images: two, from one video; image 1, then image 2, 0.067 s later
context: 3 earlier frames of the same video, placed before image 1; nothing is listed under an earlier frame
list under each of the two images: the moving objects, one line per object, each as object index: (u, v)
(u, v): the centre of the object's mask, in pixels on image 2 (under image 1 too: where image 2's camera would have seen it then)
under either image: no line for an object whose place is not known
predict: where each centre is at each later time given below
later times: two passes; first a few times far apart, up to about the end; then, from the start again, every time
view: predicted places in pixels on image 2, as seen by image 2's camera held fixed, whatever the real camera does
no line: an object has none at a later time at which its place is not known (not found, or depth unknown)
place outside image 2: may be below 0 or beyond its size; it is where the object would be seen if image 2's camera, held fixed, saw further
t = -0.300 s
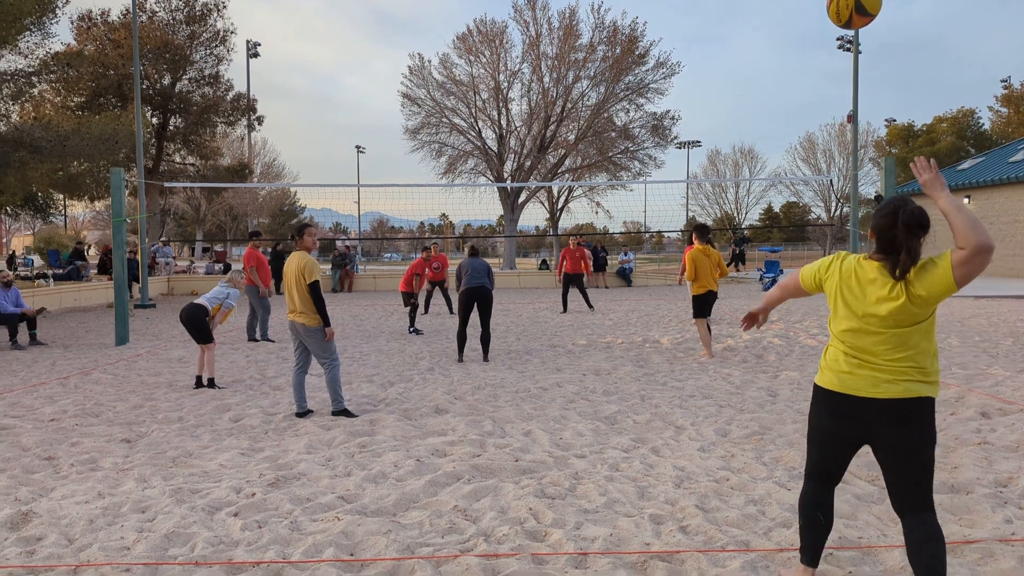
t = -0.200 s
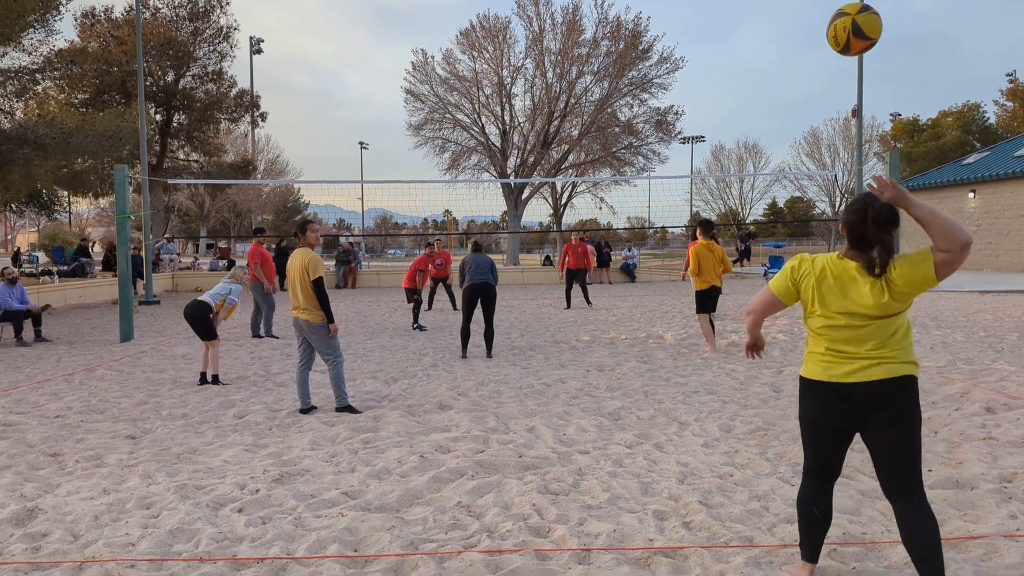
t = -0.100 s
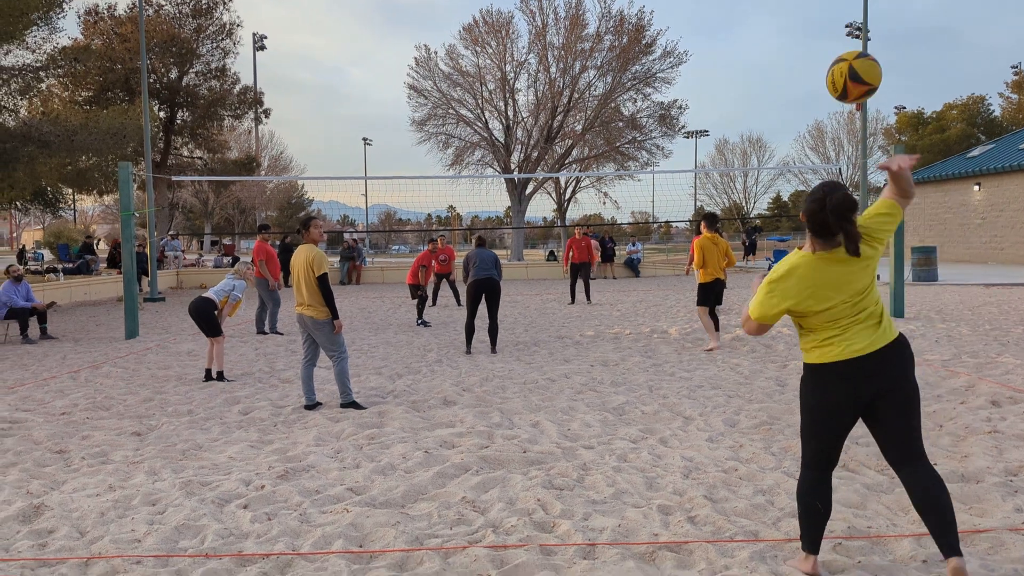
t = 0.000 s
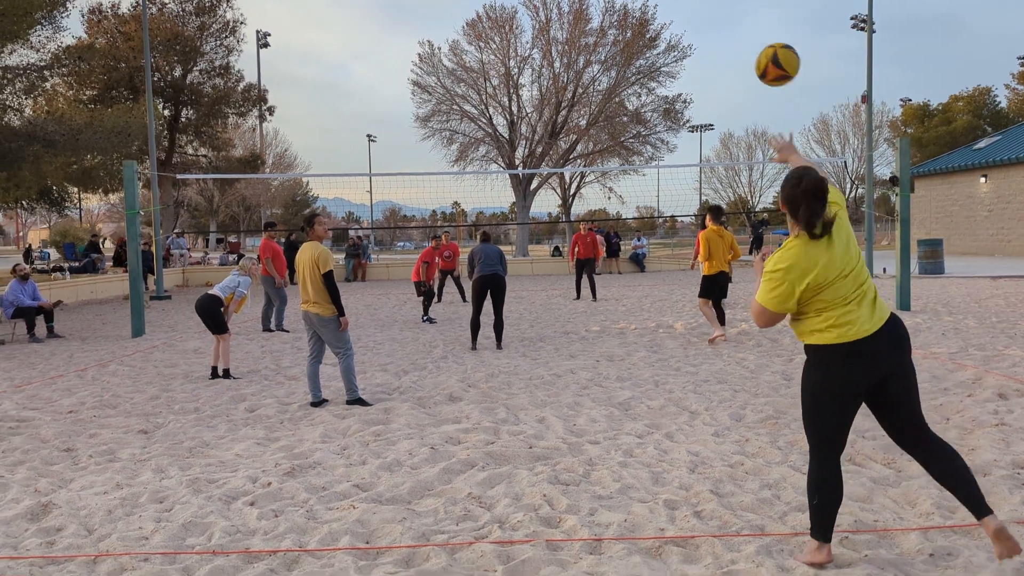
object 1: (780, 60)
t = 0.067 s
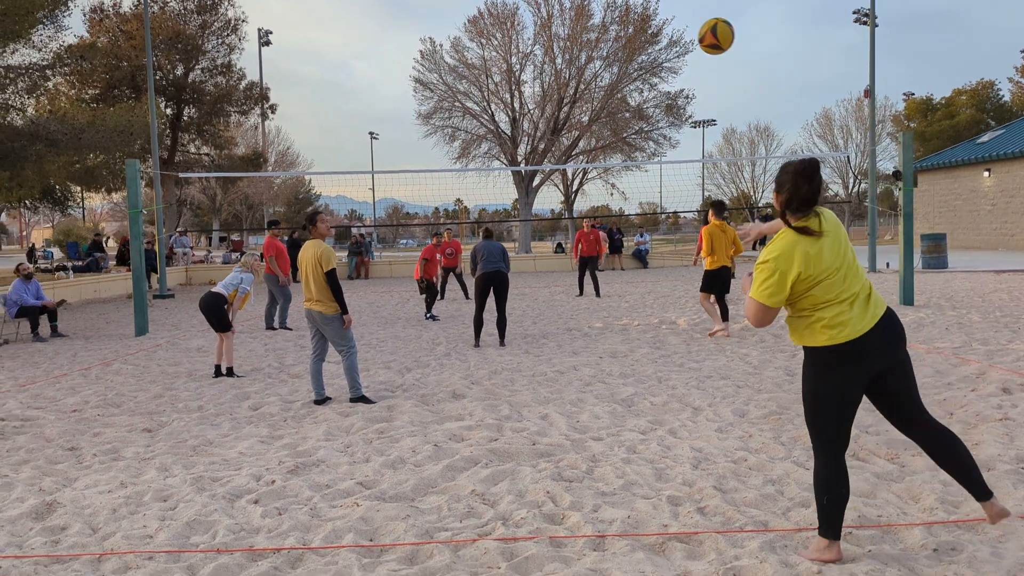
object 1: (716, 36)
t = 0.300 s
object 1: (593, 24)
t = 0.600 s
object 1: (532, 61)
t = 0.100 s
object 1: (691, 29)
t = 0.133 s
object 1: (669, 25)
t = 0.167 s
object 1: (650, 22)
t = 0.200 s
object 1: (633, 21)
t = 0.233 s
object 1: (618, 21)
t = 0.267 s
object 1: (606, 22)
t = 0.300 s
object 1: (593, 24)
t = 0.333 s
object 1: (584, 25)
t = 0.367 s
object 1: (574, 27)
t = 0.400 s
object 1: (567, 30)
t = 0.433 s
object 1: (560, 33)
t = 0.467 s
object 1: (553, 37)
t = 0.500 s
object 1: (546, 42)
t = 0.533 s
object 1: (541, 48)
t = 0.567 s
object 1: (537, 54)
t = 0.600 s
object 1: (532, 61)
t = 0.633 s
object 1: (528, 67)
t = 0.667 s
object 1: (523, 75)
